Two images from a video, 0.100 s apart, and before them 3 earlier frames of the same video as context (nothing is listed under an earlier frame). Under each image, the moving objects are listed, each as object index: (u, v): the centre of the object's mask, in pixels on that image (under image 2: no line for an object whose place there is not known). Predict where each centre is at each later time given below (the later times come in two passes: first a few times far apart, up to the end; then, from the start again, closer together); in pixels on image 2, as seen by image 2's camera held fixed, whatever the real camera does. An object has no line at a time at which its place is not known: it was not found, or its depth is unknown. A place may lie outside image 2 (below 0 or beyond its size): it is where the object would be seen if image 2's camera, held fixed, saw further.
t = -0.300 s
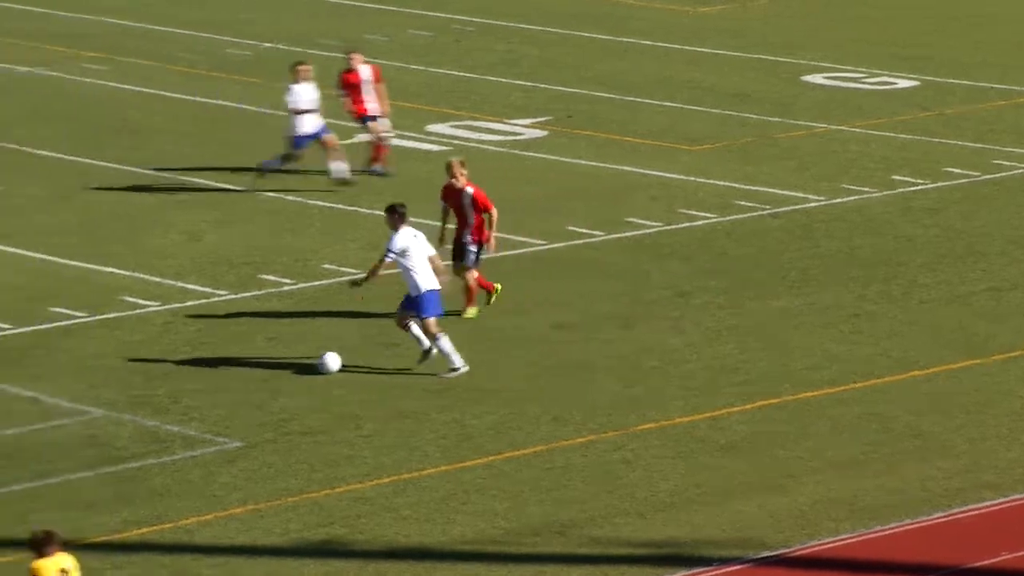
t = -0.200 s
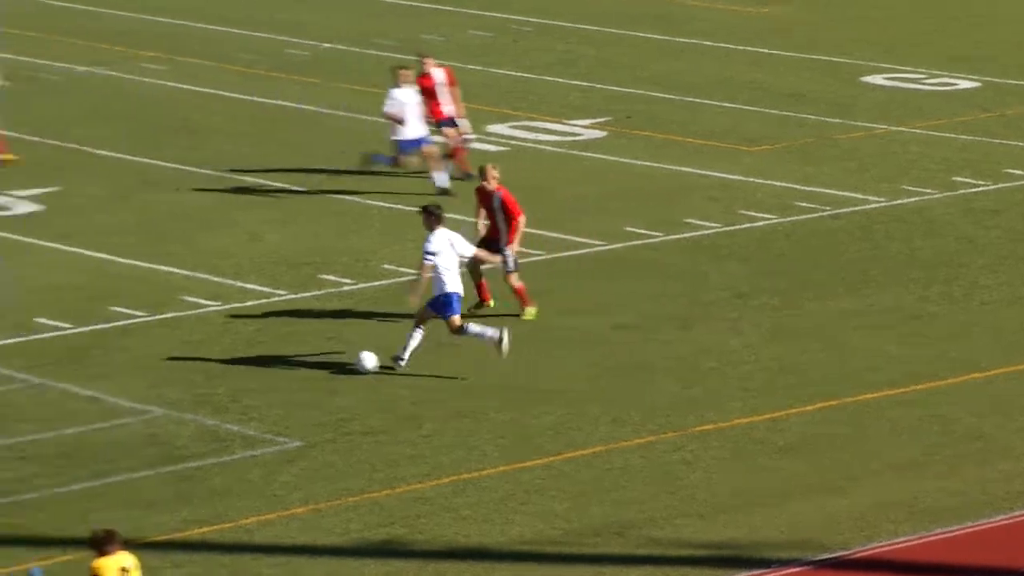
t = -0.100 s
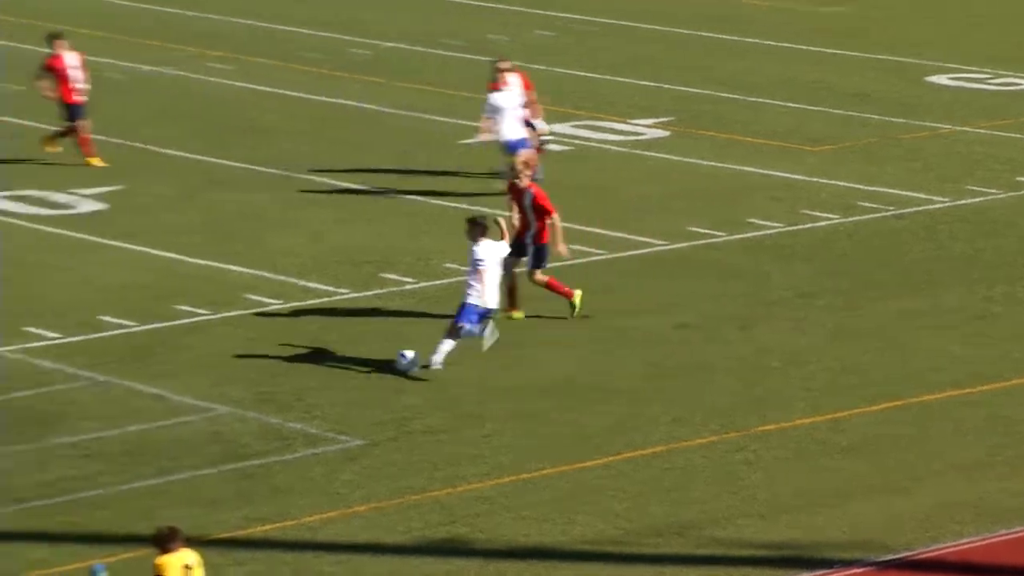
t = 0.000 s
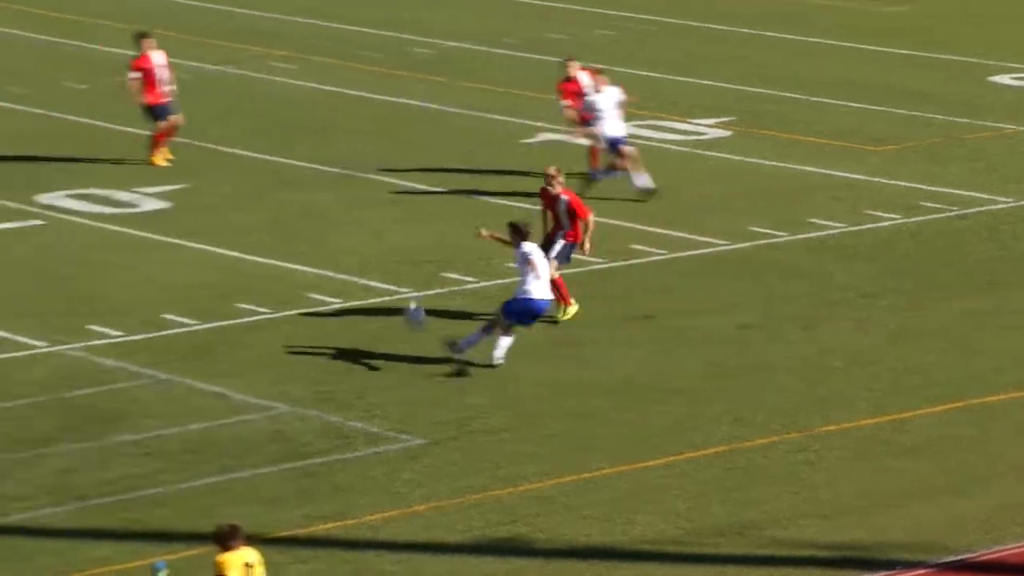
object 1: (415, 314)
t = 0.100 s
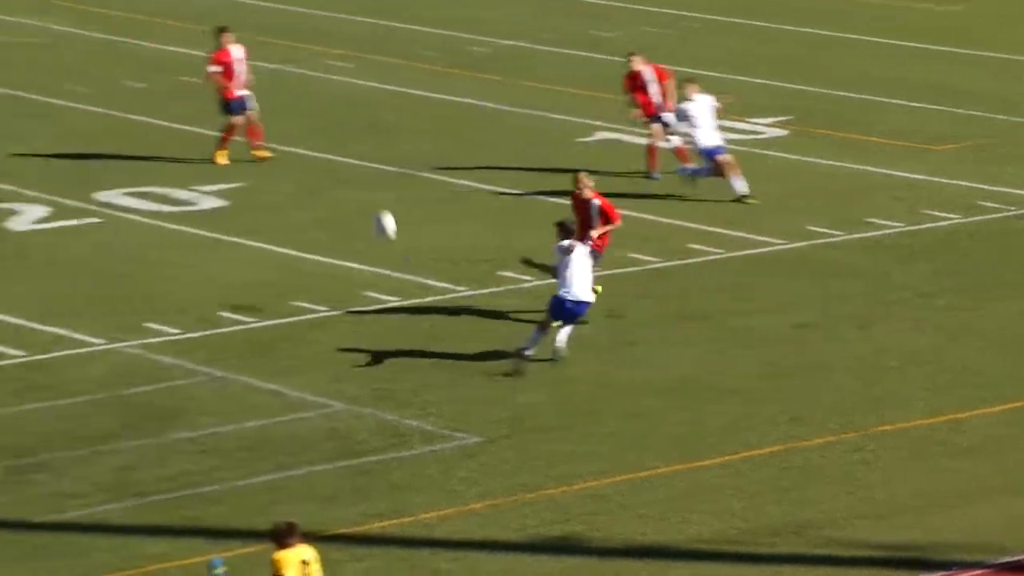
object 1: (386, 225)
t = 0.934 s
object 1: (-62, -120)
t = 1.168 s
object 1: (-147, -128)
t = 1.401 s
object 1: (-218, -108)
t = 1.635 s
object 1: (-277, -64)
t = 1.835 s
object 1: (-316, -29)
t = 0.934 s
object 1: (-62, -120)
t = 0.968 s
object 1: (-76, -123)
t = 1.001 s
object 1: (-89, -125)
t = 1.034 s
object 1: (-101, -126)
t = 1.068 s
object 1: (-113, -128)
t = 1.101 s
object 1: (-125, -129)
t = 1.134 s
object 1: (-136, -129)
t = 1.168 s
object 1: (-147, -128)
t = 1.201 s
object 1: (-157, -127)
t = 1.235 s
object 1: (-168, -125)
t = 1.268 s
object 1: (-179, -122)
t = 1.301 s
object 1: (-189, -119)
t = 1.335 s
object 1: (-198, -116)
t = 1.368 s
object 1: (-208, -113)
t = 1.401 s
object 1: (-218, -108)
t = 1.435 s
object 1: (-227, -103)
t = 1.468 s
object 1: (-235, -98)
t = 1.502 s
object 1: (-244, -92)
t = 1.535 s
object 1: (-253, -85)
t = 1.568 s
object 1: (-260, -78)
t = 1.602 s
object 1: (-269, -71)
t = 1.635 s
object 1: (-277, -64)
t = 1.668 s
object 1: (-283, -56)
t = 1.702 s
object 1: (-290, -48)
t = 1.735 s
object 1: (-297, -38)
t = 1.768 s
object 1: (-305, -29)
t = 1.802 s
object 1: (-311, -20)
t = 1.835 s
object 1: (-316, -29)
